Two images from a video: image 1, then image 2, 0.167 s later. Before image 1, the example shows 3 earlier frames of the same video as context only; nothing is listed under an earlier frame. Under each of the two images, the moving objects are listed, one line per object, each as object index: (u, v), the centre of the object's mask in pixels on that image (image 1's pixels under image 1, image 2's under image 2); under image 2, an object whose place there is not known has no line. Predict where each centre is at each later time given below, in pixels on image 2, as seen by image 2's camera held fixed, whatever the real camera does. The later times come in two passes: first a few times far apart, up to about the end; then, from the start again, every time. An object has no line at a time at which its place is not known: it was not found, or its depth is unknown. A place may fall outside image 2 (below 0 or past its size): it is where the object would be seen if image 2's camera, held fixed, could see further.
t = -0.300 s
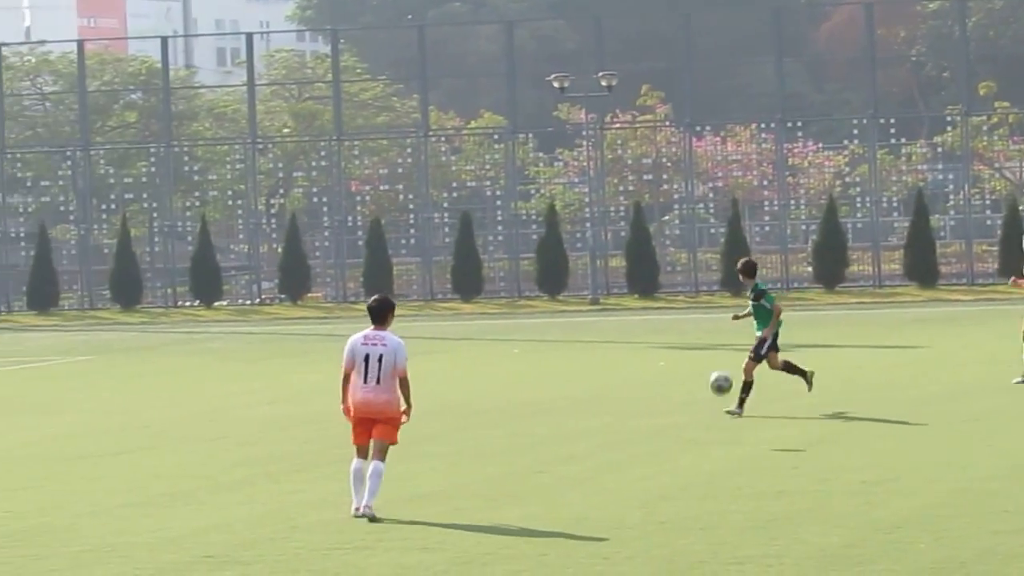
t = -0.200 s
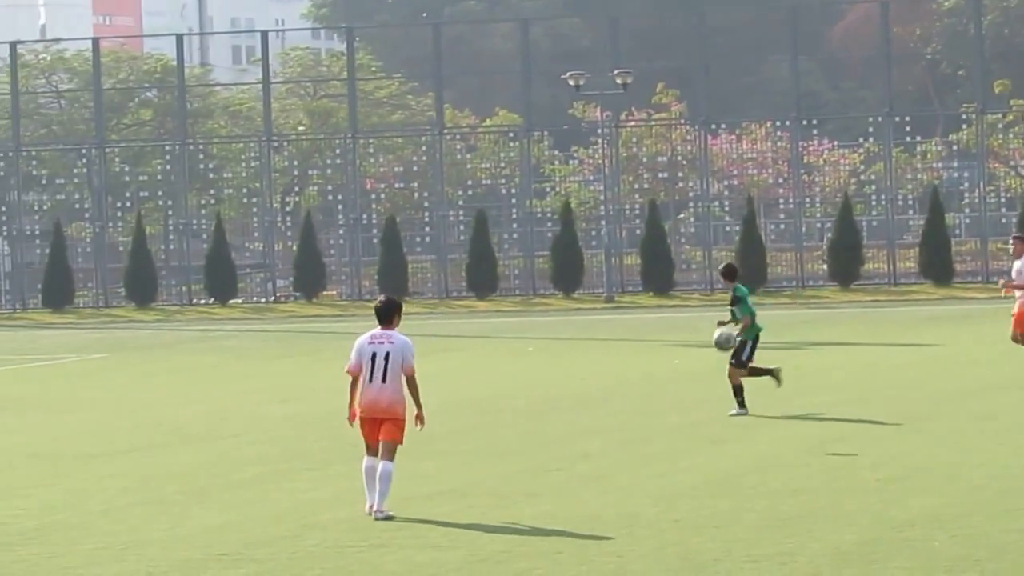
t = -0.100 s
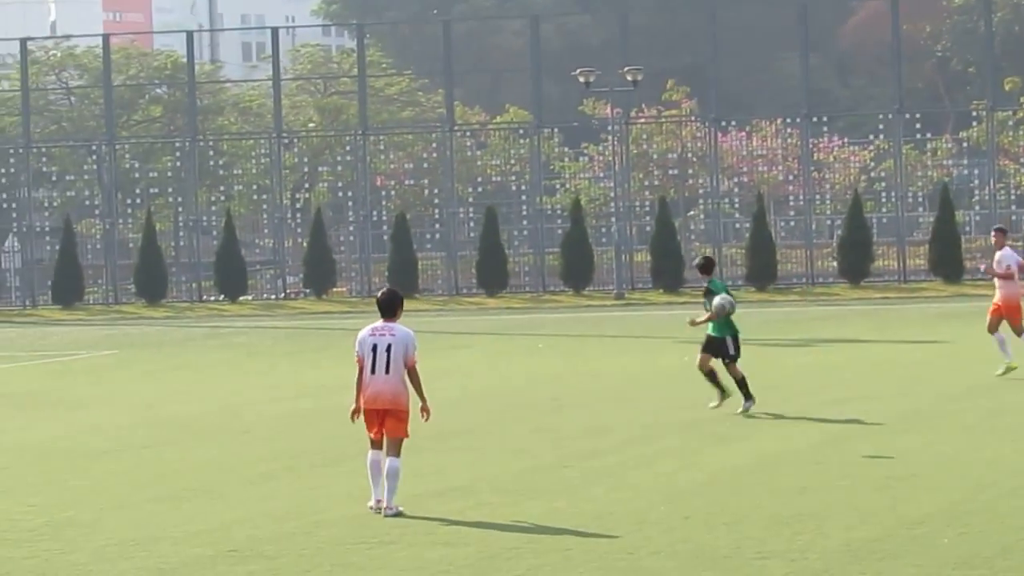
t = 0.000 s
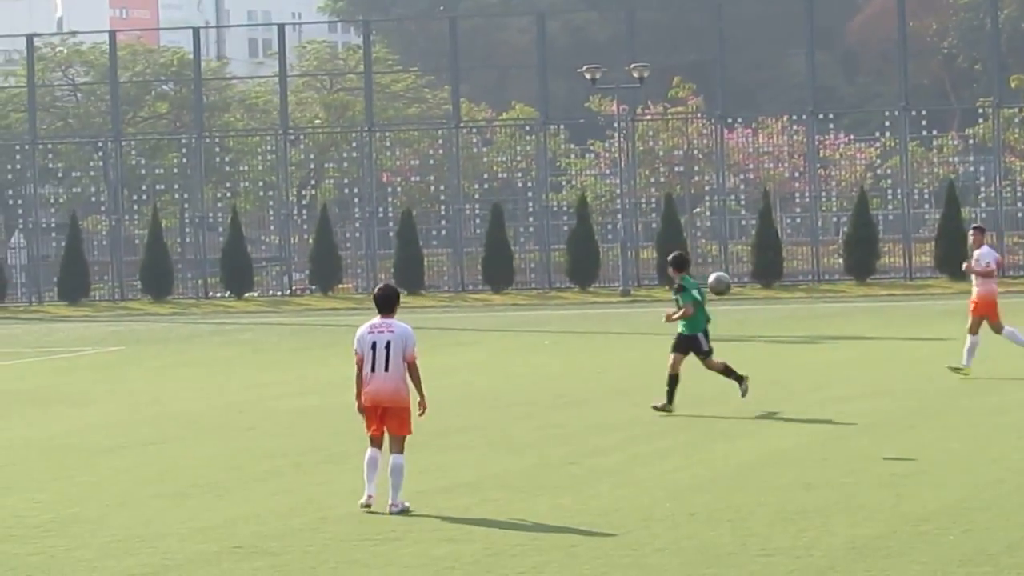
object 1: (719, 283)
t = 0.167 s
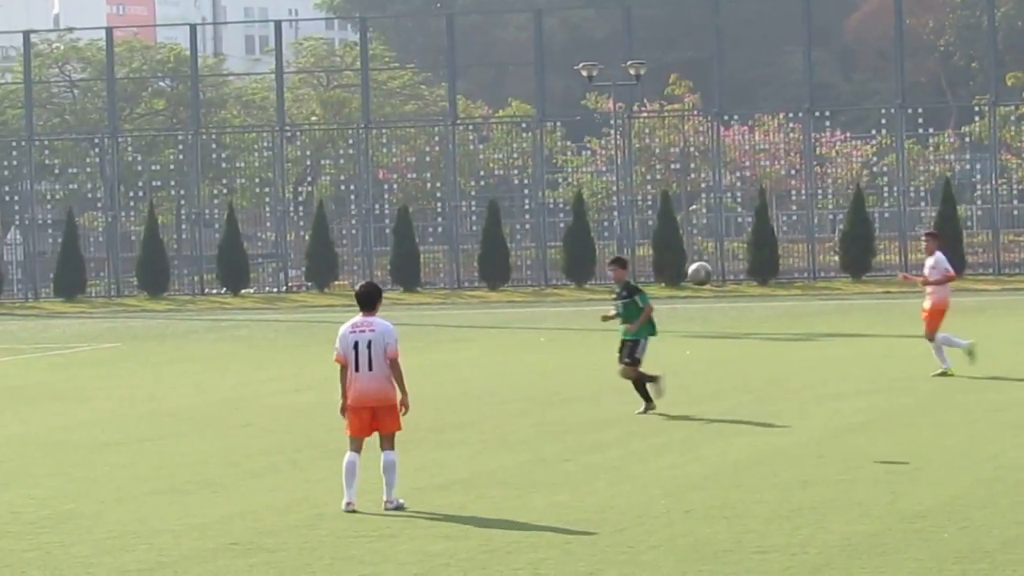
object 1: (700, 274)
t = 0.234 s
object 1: (695, 279)
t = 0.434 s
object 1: (680, 326)
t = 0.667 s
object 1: (667, 441)
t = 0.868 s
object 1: (636, 380)
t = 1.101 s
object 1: (600, 344)
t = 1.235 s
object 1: (580, 352)
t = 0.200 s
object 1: (697, 276)
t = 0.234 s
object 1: (695, 279)
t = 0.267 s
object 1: (692, 284)
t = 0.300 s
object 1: (689, 290)
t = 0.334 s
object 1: (687, 297)
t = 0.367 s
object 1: (684, 306)
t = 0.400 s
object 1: (682, 315)
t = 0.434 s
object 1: (680, 326)
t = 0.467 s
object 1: (678, 339)
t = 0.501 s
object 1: (676, 353)
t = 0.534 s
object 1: (673, 368)
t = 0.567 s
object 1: (671, 384)
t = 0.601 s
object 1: (670, 402)
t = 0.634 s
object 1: (668, 421)
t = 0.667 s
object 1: (667, 441)
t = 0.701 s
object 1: (663, 442)
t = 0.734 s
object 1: (657, 428)
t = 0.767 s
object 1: (652, 413)
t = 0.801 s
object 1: (647, 401)
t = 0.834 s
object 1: (641, 390)
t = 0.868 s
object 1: (636, 380)
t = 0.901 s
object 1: (631, 371)
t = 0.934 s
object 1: (626, 363)
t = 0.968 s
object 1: (621, 357)
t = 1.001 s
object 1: (615, 352)
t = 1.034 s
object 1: (610, 348)
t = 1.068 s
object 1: (605, 346)
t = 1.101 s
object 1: (600, 344)
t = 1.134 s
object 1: (595, 344)
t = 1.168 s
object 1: (590, 345)
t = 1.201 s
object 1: (585, 348)
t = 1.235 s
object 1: (580, 352)
